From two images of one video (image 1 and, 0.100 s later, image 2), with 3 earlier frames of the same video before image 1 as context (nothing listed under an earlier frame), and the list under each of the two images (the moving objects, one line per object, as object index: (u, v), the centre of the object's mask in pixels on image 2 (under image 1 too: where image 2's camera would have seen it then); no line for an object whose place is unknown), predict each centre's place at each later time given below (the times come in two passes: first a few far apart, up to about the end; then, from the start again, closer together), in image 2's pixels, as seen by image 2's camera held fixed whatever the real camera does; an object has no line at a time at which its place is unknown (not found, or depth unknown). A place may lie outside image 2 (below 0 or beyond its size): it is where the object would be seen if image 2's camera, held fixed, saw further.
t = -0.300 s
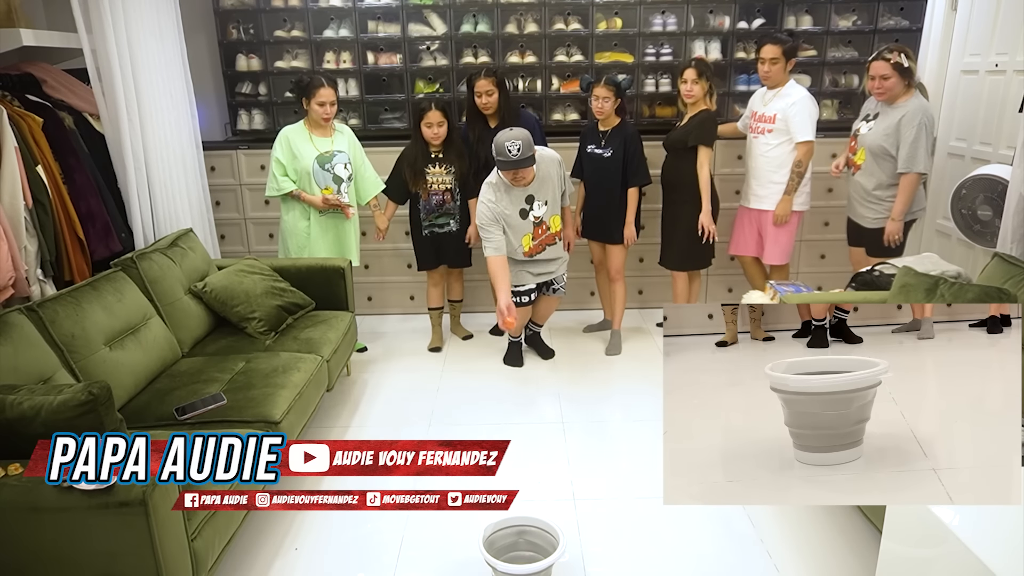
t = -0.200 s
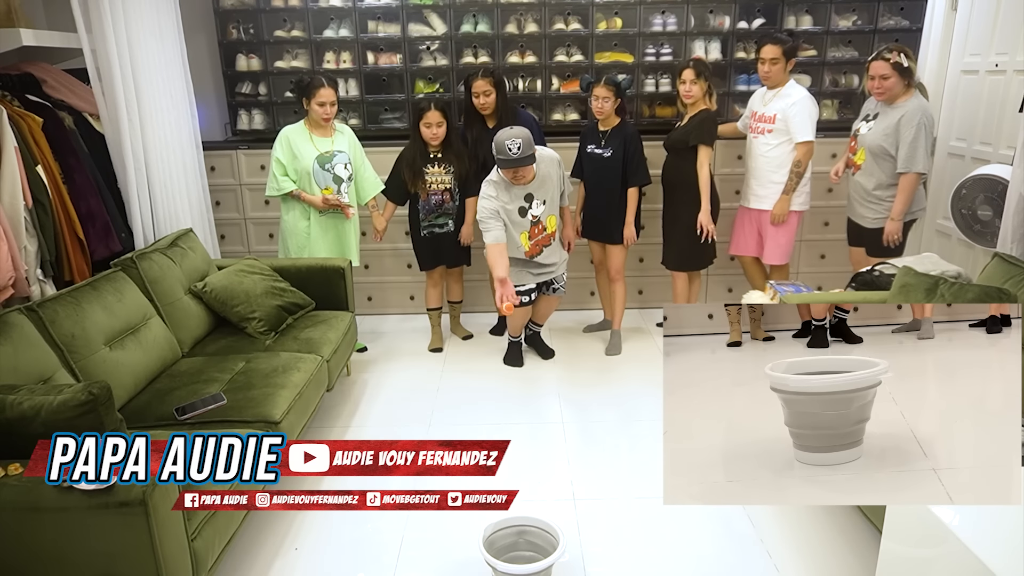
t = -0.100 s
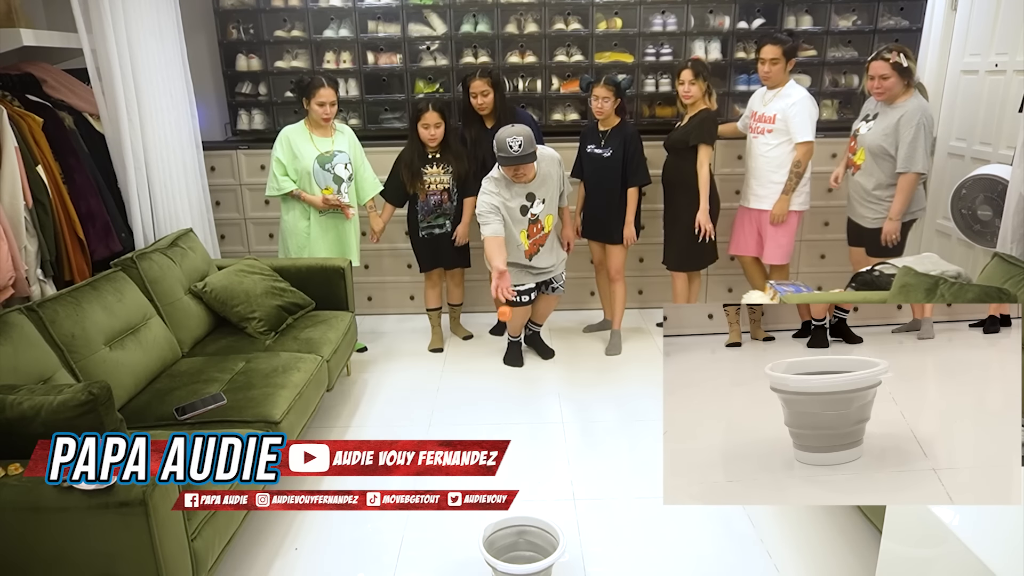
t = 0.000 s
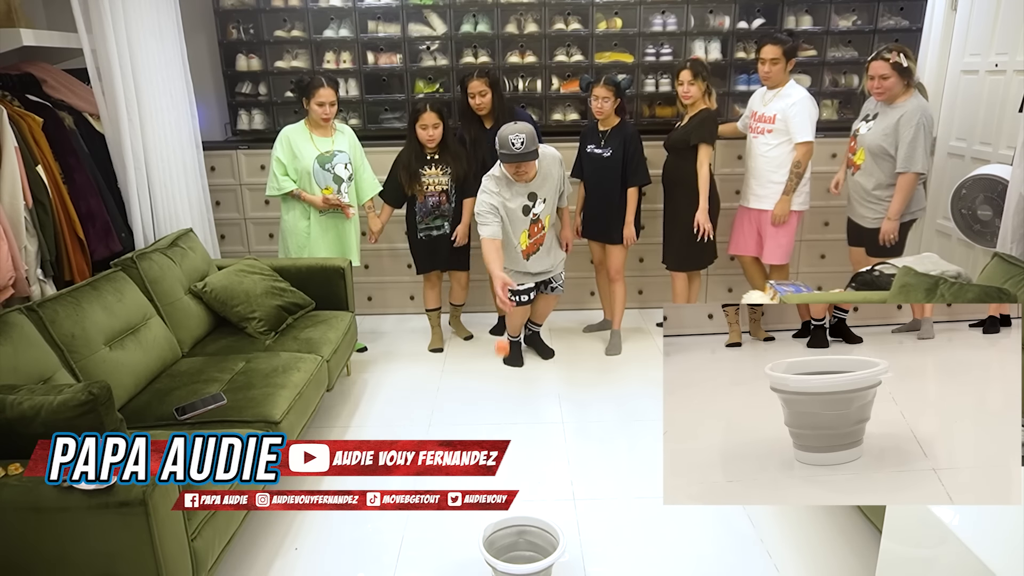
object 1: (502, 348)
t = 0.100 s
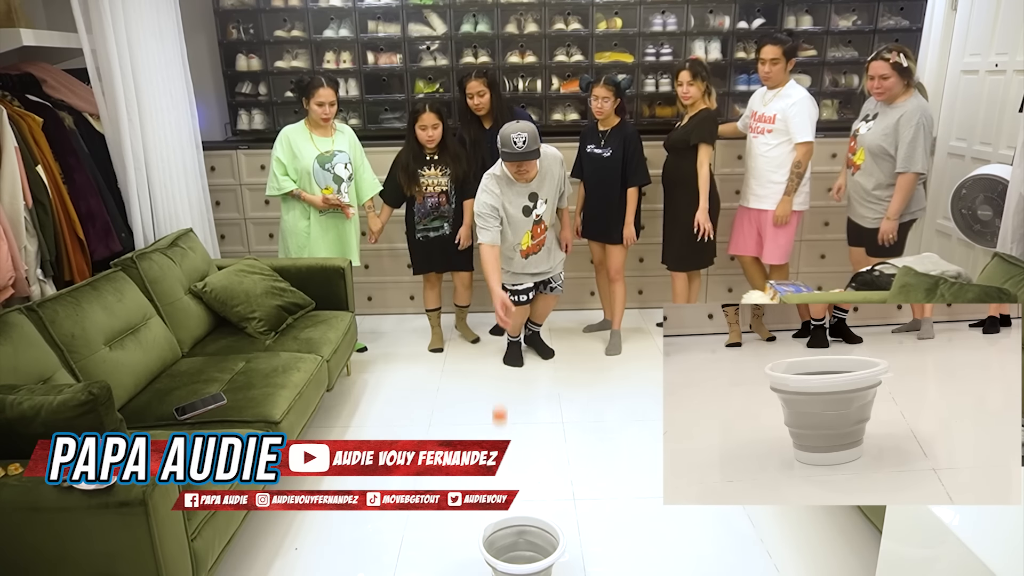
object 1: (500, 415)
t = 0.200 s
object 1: (499, 522)
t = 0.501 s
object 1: (528, 512)
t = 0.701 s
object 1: (496, 517)
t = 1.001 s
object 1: (498, 516)
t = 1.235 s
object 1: (505, 515)
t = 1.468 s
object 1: (513, 514)
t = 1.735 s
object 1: (522, 508)
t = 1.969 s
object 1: (527, 499)
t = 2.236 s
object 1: (533, 489)
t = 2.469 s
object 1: (536, 482)
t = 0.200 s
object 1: (499, 522)
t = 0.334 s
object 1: (539, 558)
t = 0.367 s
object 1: (546, 547)
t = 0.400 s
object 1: (548, 533)
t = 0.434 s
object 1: (541, 523)
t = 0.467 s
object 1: (534, 516)
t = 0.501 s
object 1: (528, 512)
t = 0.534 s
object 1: (522, 508)
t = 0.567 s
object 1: (517, 507)
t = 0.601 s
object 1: (514, 507)
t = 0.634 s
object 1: (508, 511)
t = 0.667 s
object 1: (501, 514)
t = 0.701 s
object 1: (496, 517)
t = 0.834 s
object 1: (490, 520)
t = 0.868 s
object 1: (492, 516)
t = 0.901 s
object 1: (494, 515)
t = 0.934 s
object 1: (496, 514)
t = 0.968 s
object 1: (497, 515)
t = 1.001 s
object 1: (498, 516)
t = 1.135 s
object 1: (502, 516)
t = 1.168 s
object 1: (504, 515)
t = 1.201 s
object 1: (505, 514)
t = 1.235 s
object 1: (505, 515)
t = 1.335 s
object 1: (508, 515)
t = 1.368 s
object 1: (510, 513)
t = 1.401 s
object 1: (511, 513)
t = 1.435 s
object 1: (513, 514)
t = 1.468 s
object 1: (513, 514)
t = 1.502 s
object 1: (515, 512)
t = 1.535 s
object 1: (516, 511)
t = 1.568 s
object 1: (517, 512)
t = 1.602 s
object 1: (518, 511)
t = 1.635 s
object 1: (519, 510)
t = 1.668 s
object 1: (520, 510)
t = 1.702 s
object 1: (522, 509)
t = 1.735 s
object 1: (522, 508)
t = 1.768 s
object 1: (523, 507)
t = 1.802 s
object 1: (524, 506)
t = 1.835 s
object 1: (524, 504)
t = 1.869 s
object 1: (525, 502)
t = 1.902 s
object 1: (526, 501)
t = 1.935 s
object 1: (527, 500)
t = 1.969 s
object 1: (527, 499)
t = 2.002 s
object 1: (528, 498)
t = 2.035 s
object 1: (529, 496)
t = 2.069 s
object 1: (530, 495)
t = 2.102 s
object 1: (531, 494)
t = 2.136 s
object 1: (531, 492)
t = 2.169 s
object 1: (532, 491)
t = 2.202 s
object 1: (532, 490)
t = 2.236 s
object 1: (533, 489)
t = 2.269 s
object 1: (533, 488)
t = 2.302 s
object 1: (533, 487)
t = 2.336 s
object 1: (534, 486)
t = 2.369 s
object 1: (534, 485)
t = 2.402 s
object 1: (535, 484)
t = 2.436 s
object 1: (535, 483)
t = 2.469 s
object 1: (536, 482)
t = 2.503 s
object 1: (536, 481)
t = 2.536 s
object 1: (537, 480)
